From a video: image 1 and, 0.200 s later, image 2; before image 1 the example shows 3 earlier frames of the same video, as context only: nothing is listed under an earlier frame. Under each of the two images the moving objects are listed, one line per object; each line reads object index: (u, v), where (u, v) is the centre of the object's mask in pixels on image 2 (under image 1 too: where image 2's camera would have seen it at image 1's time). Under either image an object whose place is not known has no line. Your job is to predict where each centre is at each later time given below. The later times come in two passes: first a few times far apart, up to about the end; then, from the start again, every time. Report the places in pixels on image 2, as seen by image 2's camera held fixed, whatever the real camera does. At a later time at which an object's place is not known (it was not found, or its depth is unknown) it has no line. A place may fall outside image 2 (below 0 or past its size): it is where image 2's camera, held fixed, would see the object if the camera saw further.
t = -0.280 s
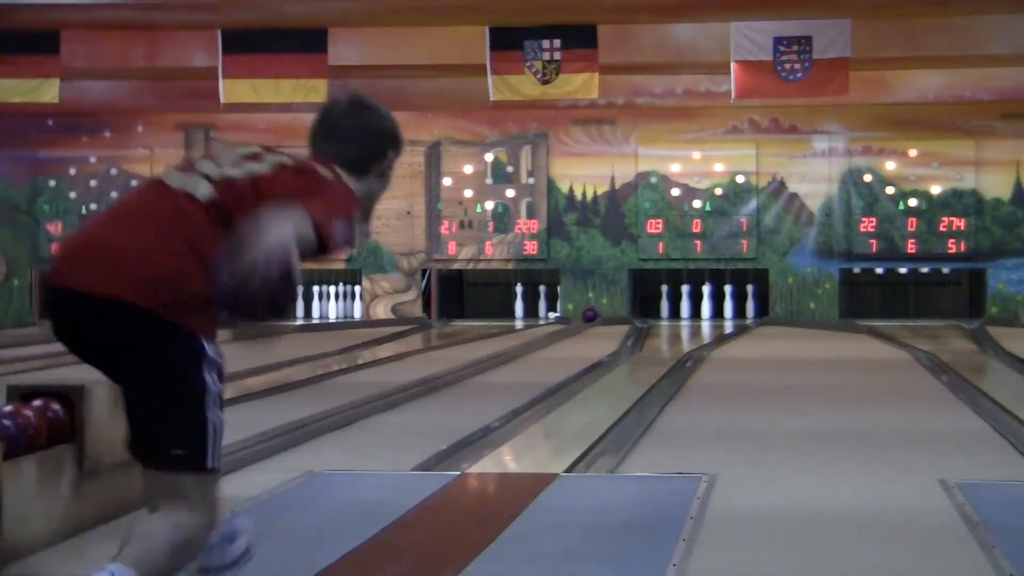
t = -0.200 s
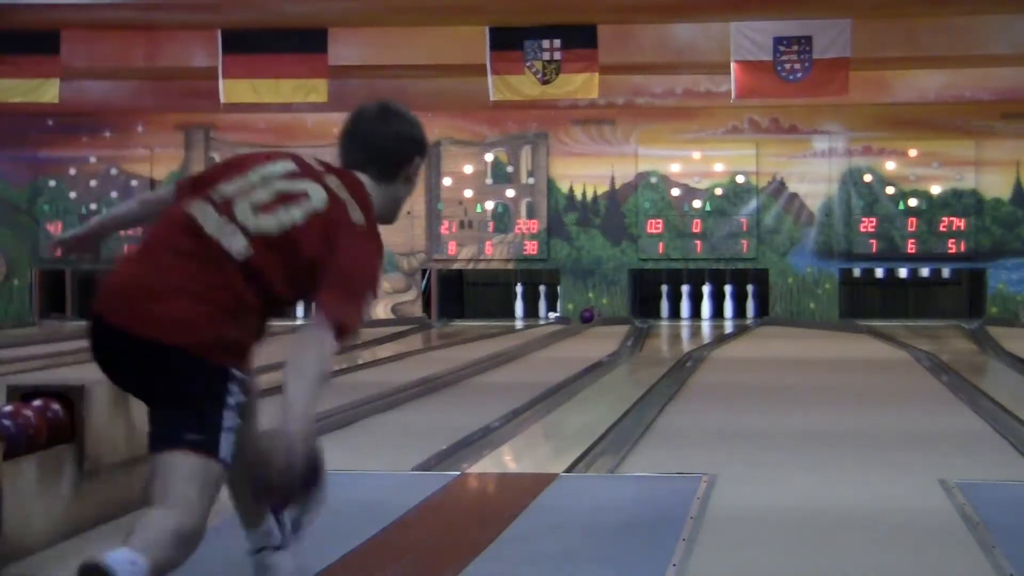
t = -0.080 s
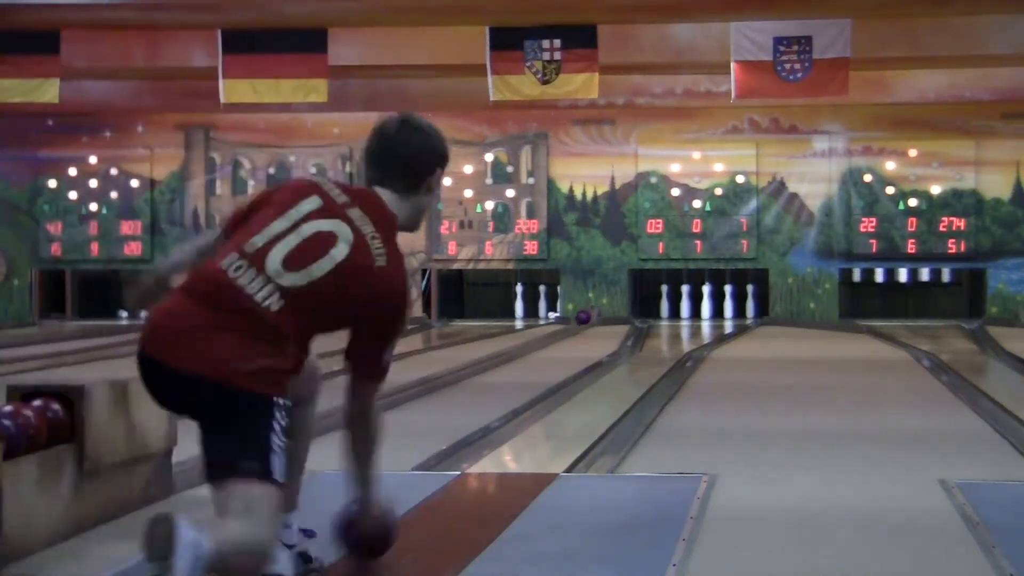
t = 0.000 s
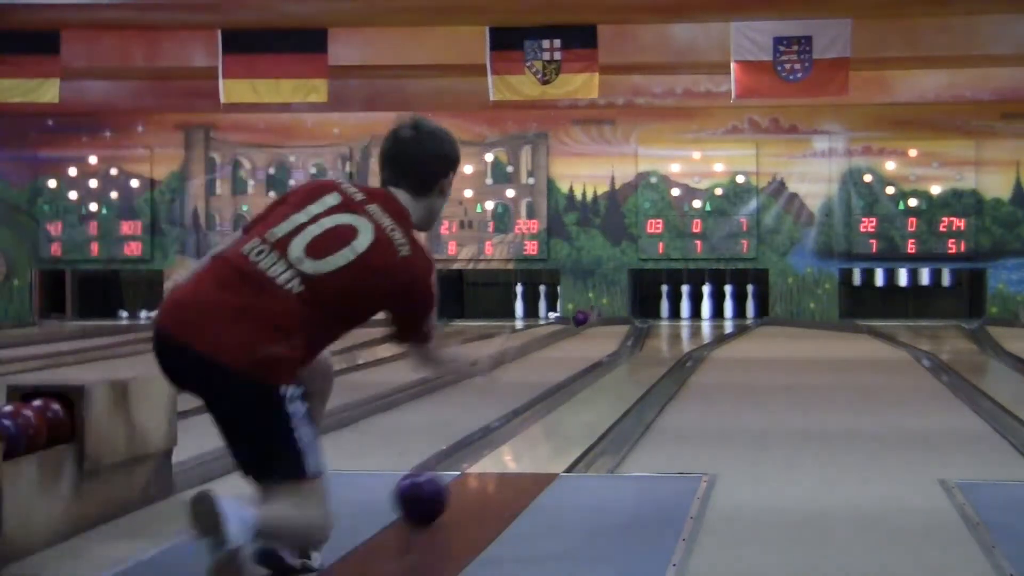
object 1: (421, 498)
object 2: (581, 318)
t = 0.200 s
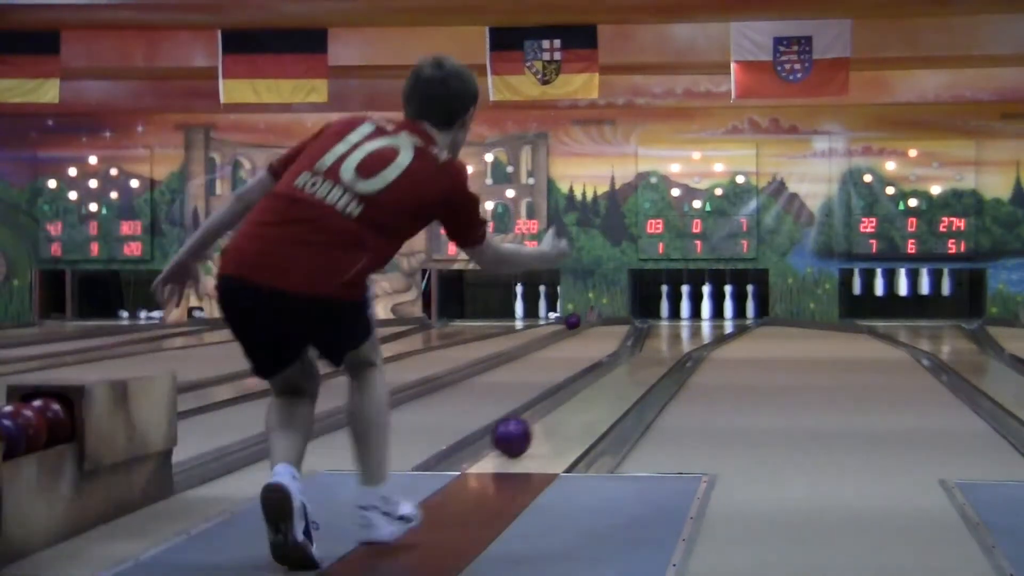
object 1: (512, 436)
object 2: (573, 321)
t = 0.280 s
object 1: (537, 421)
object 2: (570, 322)
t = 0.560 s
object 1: (599, 381)
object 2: (559, 325)
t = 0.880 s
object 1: (643, 355)
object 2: (544, 331)
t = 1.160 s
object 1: (669, 339)
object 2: (530, 336)
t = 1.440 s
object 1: (687, 328)
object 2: (516, 341)
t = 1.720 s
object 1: (700, 320)
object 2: (499, 346)
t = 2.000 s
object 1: (710, 314)
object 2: (480, 353)
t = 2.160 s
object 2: (468, 357)
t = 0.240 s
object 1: (525, 428)
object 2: (571, 321)
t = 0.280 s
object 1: (537, 421)
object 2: (570, 322)
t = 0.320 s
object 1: (548, 414)
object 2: (568, 323)
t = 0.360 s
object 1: (558, 408)
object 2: (566, 323)
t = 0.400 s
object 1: (567, 401)
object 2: (565, 324)
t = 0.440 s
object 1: (576, 396)
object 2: (563, 324)
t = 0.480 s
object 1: (584, 391)
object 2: (562, 324)
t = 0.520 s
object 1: (591, 387)
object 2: (560, 325)
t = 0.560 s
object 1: (599, 381)
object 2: (559, 325)
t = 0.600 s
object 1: (605, 377)
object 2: (557, 326)
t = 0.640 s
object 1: (611, 373)
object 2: (555, 326)
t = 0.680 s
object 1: (618, 370)
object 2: (553, 328)
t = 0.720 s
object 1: (623, 367)
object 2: (551, 329)
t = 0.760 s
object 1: (629, 363)
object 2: (549, 329)
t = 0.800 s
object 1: (634, 360)
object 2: (547, 330)
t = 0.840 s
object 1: (638, 358)
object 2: (546, 330)
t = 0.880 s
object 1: (643, 355)
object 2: (544, 331)
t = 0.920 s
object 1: (647, 352)
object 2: (542, 332)
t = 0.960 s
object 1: (651, 350)
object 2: (540, 332)
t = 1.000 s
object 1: (655, 348)
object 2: (538, 333)
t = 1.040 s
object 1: (659, 345)
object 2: (536, 334)
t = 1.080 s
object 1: (662, 343)
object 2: (534, 334)
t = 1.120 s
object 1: (666, 341)
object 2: (532, 335)
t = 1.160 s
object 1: (669, 339)
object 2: (530, 336)
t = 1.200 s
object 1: (672, 338)
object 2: (528, 336)
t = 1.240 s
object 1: (674, 335)
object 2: (526, 337)
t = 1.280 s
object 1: (677, 334)
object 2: (524, 338)
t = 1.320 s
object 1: (680, 333)
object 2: (522, 338)
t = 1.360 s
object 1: (682, 331)
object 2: (521, 339)
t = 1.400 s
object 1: (685, 329)
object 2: (518, 340)
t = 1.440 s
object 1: (687, 328)
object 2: (516, 341)
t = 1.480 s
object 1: (689, 327)
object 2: (514, 341)
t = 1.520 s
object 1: (691, 327)
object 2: (512, 343)
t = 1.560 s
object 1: (693, 325)
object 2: (509, 343)
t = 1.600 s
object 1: (695, 324)
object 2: (507, 344)
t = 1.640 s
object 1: (697, 323)
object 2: (504, 345)
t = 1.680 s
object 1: (698, 321)
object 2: (502, 346)
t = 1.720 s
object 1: (700, 320)
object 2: (499, 346)
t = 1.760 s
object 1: (702, 319)
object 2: (497, 347)
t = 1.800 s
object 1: (704, 318)
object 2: (494, 348)
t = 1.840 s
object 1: (705, 316)
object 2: (491, 349)
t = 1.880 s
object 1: (706, 316)
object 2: (489, 350)
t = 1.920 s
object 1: (708, 315)
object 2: (486, 351)
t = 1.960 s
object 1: (709, 315)
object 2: (483, 352)
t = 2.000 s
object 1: (710, 314)
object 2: (480, 353)
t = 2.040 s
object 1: (715, 314)
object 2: (477, 354)
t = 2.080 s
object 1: (720, 313)
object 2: (474, 355)
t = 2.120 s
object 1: (721, 313)
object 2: (471, 356)
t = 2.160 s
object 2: (468, 357)
